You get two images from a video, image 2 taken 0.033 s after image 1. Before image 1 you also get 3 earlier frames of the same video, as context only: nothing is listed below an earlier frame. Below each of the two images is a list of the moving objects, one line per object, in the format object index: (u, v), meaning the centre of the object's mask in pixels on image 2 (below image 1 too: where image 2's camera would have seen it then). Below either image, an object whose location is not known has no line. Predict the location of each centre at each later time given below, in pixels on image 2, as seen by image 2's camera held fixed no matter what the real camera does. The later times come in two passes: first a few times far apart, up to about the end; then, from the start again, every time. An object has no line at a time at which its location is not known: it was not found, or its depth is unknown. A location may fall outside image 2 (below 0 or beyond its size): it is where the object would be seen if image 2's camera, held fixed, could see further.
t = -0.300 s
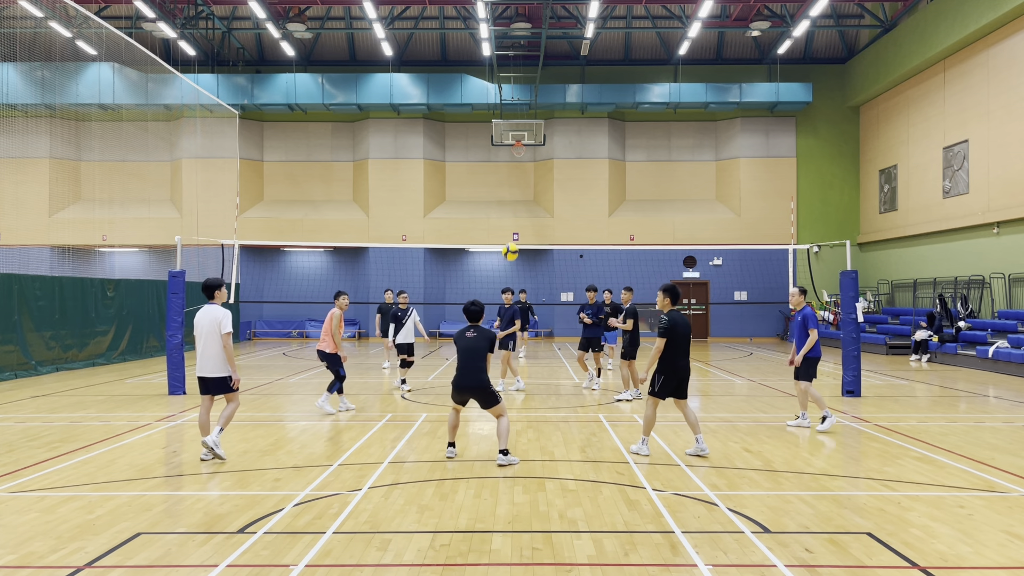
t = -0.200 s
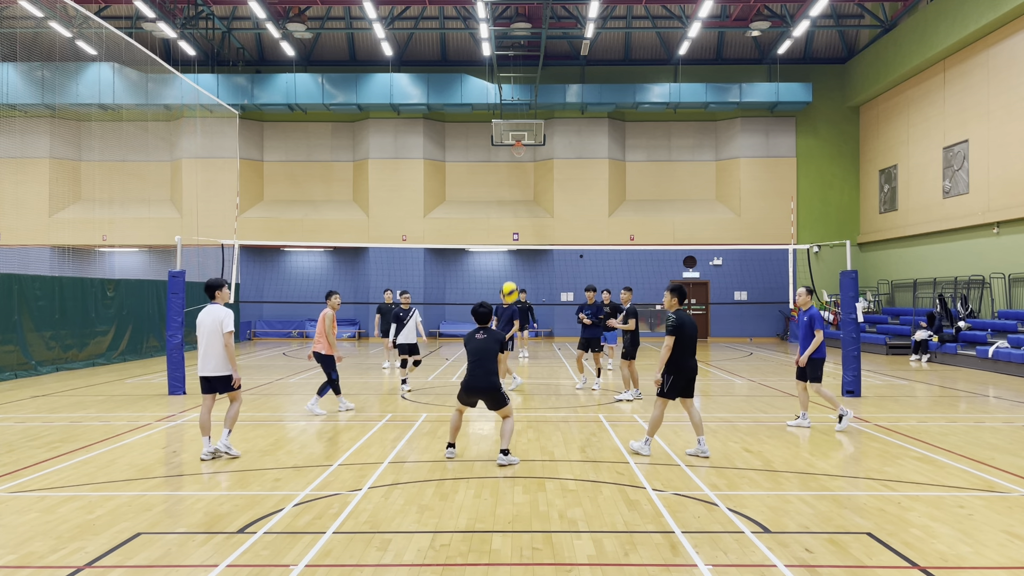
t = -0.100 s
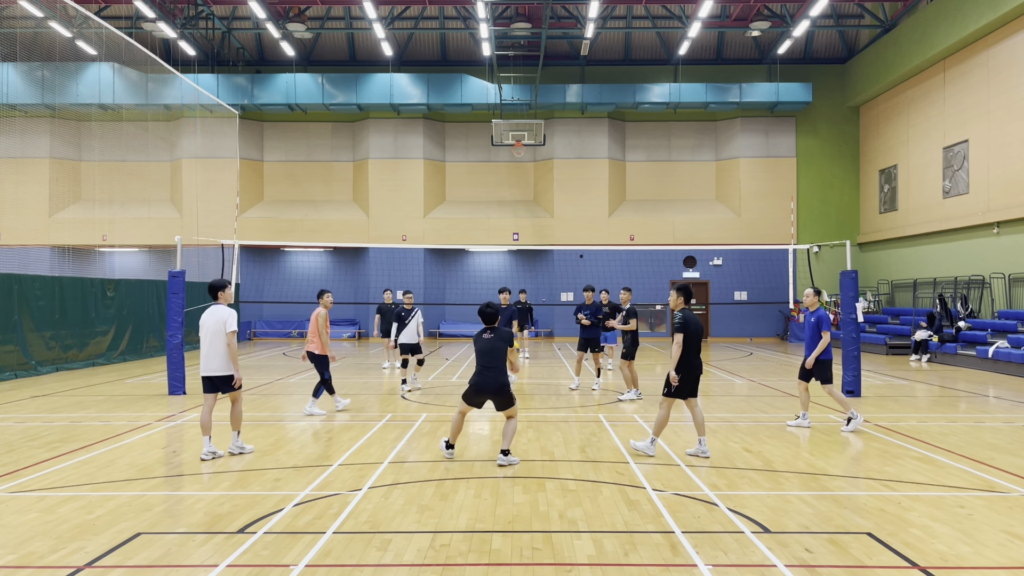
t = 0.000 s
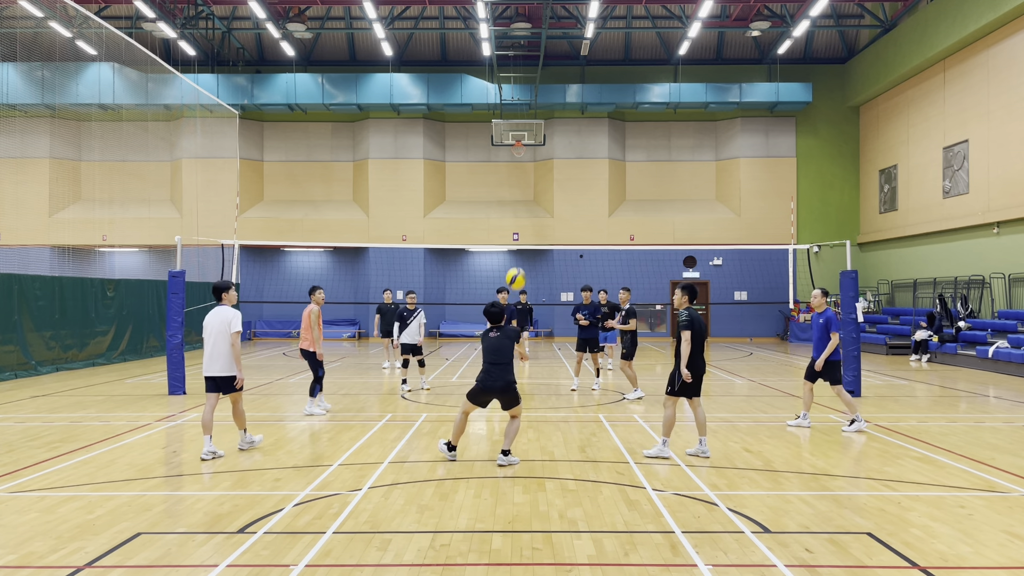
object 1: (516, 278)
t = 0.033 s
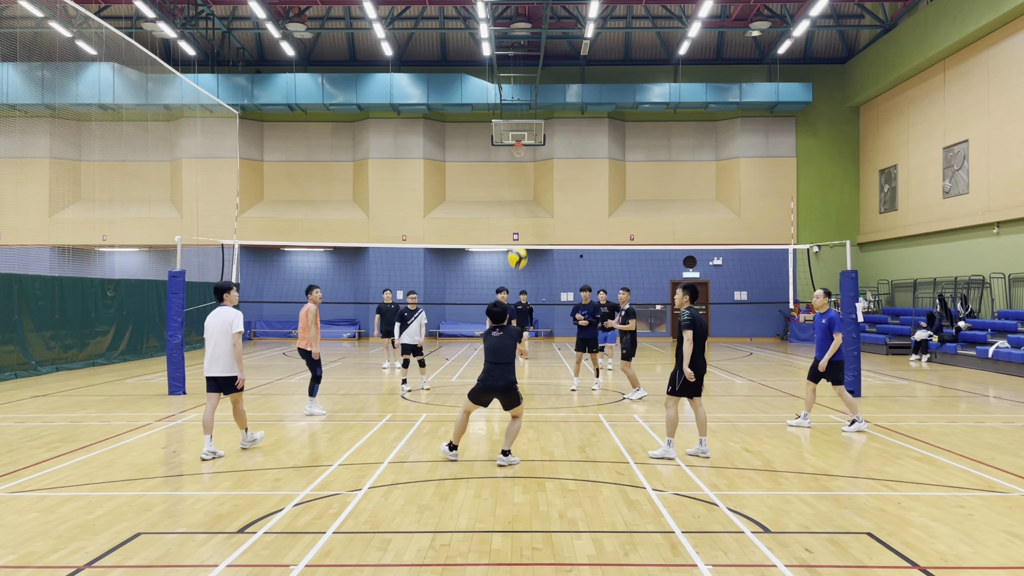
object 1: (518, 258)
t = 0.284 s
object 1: (530, 137)
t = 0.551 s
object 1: (543, 79)
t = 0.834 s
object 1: (554, 82)
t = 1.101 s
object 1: (564, 138)
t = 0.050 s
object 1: (519, 248)
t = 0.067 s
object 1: (520, 237)
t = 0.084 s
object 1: (520, 226)
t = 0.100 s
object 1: (522, 218)
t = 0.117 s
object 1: (522, 209)
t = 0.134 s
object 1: (523, 200)
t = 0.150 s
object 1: (524, 192)
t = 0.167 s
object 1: (525, 184)
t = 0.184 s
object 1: (526, 177)
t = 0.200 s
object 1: (527, 169)
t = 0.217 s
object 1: (528, 162)
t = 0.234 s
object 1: (528, 155)
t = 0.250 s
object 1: (529, 149)
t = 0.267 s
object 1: (530, 143)
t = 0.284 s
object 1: (530, 137)
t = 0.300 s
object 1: (531, 132)
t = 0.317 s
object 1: (533, 125)
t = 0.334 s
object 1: (533, 121)
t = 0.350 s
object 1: (534, 116)
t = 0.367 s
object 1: (535, 112)
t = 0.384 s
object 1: (535, 108)
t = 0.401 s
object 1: (536, 104)
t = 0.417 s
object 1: (537, 100)
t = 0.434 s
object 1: (538, 96)
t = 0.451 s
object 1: (538, 93)
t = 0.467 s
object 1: (539, 90)
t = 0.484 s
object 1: (540, 87)
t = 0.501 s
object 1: (541, 85)
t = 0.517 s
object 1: (541, 83)
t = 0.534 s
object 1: (542, 81)
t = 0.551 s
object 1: (543, 79)
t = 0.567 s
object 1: (544, 77)
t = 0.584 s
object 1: (544, 76)
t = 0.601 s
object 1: (545, 75)
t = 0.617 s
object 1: (546, 74)
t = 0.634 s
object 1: (546, 73)
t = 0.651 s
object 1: (547, 73)
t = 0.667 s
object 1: (548, 73)
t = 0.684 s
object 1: (548, 73)
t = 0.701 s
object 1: (549, 73)
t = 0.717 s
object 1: (550, 74)
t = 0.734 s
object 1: (550, 74)
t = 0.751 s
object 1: (551, 75)
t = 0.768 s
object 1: (551, 76)
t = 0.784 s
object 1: (552, 77)
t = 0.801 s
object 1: (553, 79)
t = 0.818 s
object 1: (553, 80)
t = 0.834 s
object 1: (554, 82)
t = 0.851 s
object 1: (555, 84)
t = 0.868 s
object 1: (555, 87)
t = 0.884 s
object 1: (556, 89)
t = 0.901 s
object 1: (557, 92)
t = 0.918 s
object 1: (557, 95)
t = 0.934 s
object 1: (558, 98)
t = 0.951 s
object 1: (558, 101)
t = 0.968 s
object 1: (559, 105)
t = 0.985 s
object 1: (559, 108)
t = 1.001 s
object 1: (560, 112)
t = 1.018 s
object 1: (561, 116)
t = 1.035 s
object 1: (561, 120)
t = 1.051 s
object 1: (562, 124)
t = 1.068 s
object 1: (562, 129)
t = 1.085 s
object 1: (563, 133)
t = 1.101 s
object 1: (564, 138)
